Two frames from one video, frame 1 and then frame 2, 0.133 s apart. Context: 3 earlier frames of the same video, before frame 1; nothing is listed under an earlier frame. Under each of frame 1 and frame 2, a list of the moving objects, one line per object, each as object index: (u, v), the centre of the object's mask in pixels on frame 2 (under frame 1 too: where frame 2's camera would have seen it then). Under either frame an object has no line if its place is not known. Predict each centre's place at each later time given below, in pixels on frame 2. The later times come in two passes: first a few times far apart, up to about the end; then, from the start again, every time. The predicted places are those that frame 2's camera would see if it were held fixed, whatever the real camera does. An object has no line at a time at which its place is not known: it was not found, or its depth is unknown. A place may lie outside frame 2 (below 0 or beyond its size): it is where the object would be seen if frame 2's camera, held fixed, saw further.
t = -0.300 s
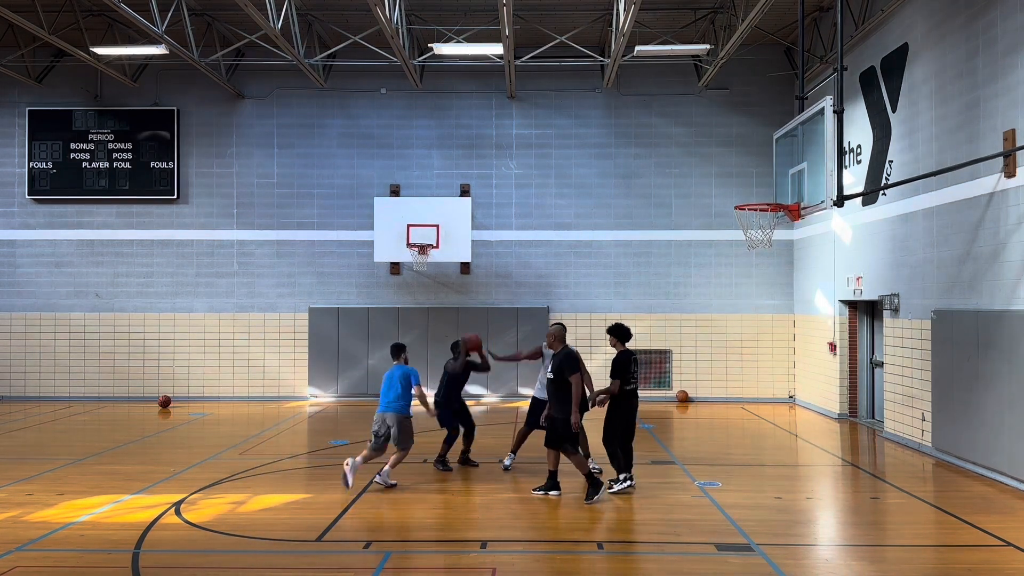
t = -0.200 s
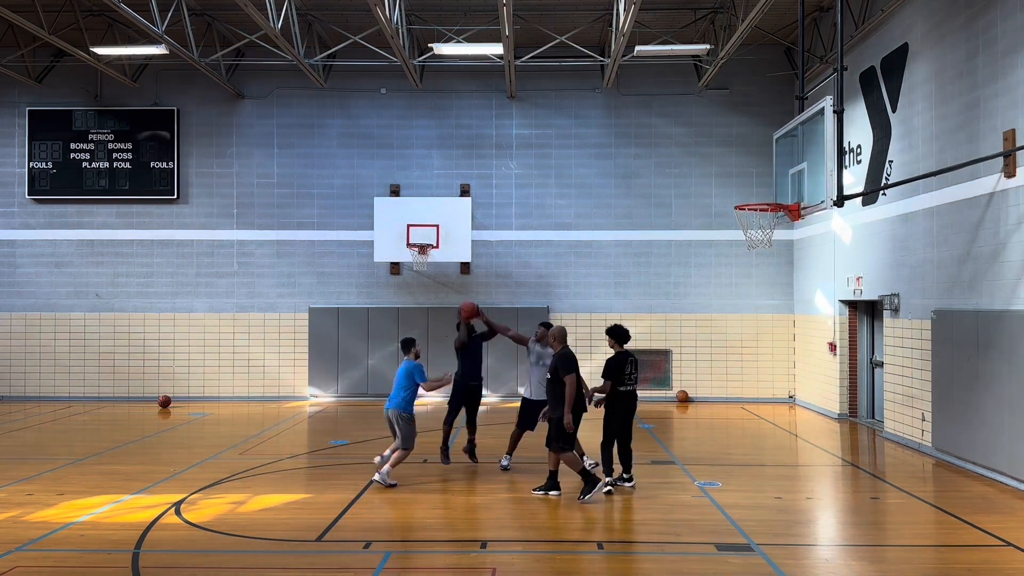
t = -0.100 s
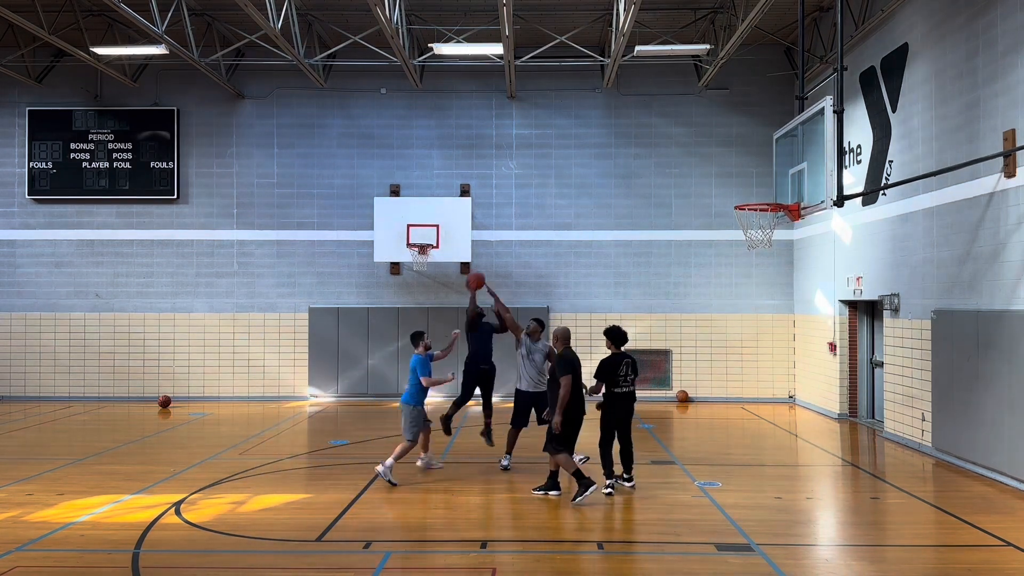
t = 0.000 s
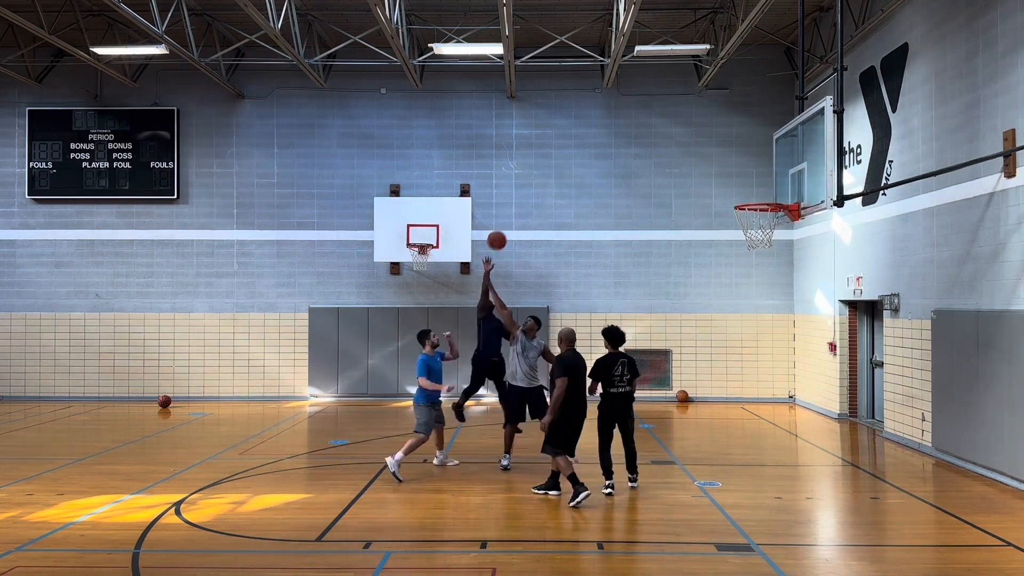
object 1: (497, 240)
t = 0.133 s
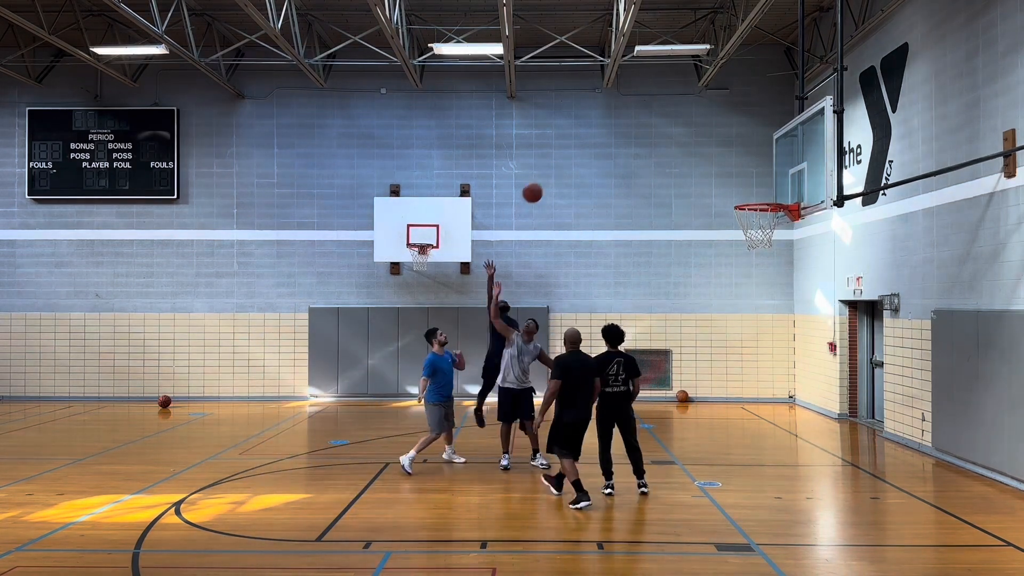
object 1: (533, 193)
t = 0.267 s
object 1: (569, 159)
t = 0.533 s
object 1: (643, 132)
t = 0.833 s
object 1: (733, 175)
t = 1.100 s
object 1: (780, 162)
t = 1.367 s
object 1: (756, 159)
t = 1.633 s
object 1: (736, 193)
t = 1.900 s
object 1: (727, 199)
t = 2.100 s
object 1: (710, 222)
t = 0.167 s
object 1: (542, 183)
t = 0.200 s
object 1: (551, 174)
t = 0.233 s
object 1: (560, 166)
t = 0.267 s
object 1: (569, 159)
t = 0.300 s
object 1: (578, 152)
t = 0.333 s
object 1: (587, 146)
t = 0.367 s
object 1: (596, 142)
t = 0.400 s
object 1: (606, 138)
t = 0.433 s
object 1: (615, 135)
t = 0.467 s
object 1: (624, 133)
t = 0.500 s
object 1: (634, 132)
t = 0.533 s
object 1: (643, 132)
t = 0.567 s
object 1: (653, 133)
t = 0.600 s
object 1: (663, 134)
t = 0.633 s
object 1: (673, 137)
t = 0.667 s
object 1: (683, 141)
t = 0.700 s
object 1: (693, 146)
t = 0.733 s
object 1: (702, 152)
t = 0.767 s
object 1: (713, 159)
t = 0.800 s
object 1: (722, 166)
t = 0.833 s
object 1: (733, 175)
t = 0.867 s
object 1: (743, 185)
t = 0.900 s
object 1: (754, 195)
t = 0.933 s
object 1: (759, 194)
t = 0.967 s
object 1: (763, 186)
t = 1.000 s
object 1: (767, 179)
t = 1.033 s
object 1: (772, 172)
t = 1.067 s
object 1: (776, 167)
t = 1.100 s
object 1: (780, 162)
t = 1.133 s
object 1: (779, 158)
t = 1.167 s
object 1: (776, 155)
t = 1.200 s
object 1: (773, 154)
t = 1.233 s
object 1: (769, 153)
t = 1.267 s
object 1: (766, 153)
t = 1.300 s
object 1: (763, 154)
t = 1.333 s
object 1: (760, 156)
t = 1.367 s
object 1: (756, 159)
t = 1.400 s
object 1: (753, 163)
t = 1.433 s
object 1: (750, 169)
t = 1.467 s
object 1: (747, 175)
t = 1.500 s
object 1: (744, 182)
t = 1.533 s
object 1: (740, 190)
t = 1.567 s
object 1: (737, 197)
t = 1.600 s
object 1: (737, 195)
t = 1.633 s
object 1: (736, 193)
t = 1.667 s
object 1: (736, 191)
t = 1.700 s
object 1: (735, 191)
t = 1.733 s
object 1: (734, 191)
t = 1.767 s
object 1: (734, 193)
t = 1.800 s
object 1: (733, 195)
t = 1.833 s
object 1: (732, 198)
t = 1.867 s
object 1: (730, 198)
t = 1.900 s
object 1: (727, 199)
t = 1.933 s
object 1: (724, 200)
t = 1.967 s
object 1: (721, 203)
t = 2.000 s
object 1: (719, 206)
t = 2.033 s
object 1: (716, 211)
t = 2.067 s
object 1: (713, 216)
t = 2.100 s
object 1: (710, 222)
